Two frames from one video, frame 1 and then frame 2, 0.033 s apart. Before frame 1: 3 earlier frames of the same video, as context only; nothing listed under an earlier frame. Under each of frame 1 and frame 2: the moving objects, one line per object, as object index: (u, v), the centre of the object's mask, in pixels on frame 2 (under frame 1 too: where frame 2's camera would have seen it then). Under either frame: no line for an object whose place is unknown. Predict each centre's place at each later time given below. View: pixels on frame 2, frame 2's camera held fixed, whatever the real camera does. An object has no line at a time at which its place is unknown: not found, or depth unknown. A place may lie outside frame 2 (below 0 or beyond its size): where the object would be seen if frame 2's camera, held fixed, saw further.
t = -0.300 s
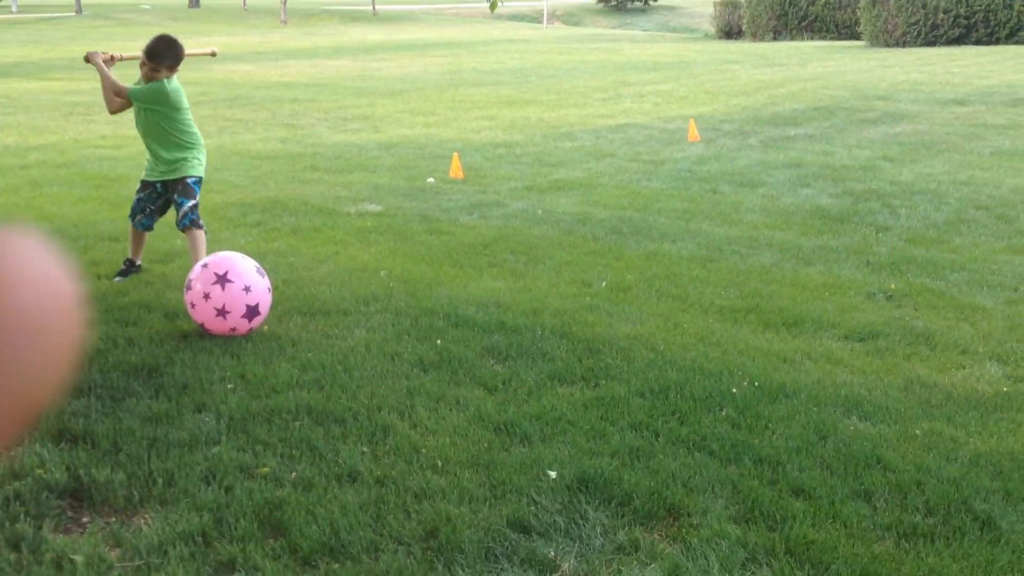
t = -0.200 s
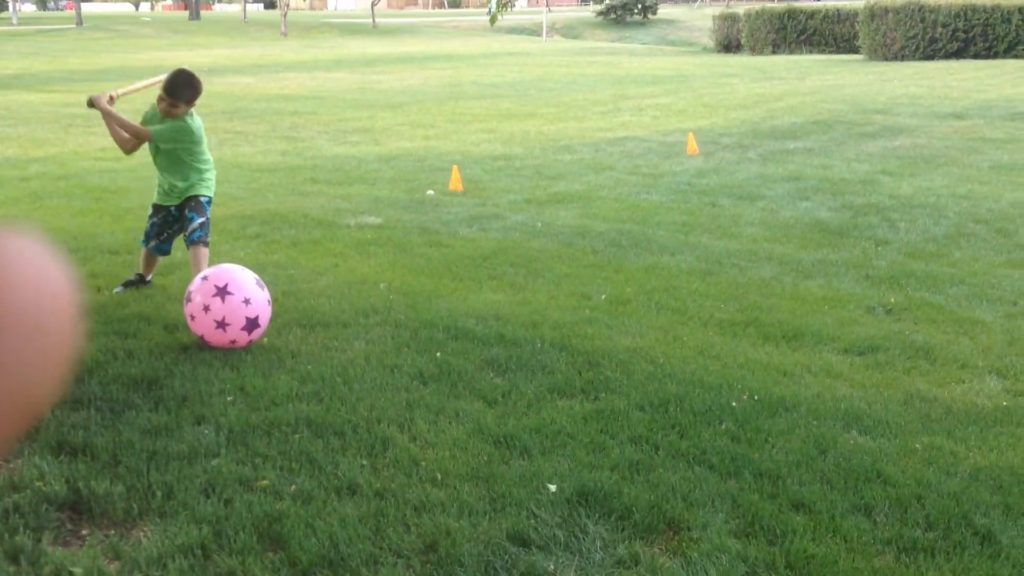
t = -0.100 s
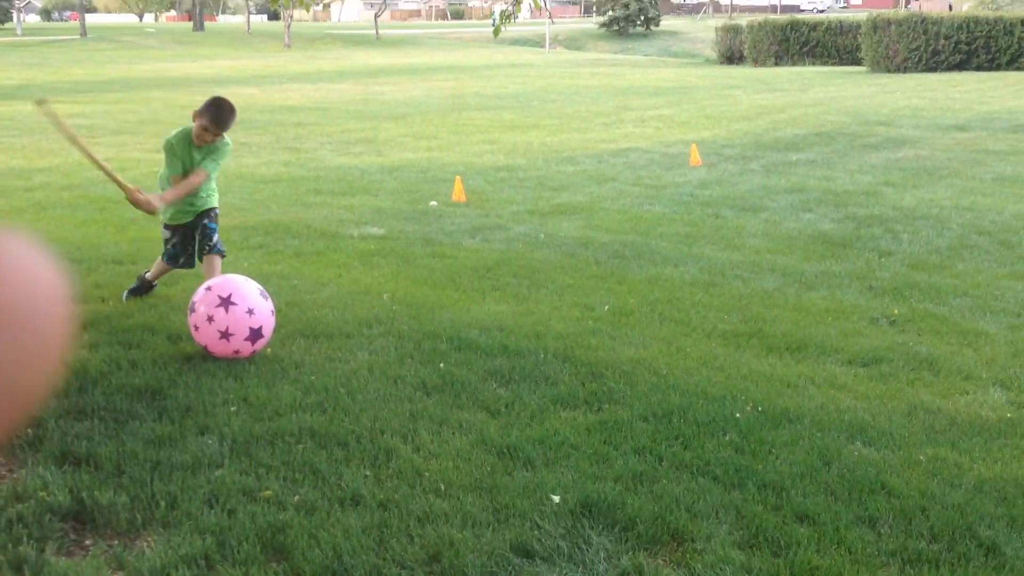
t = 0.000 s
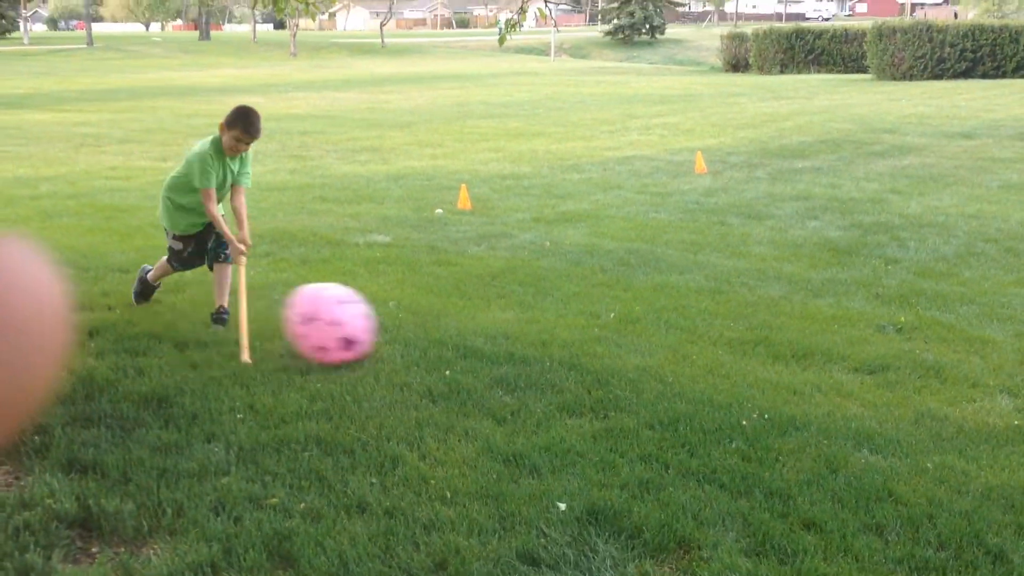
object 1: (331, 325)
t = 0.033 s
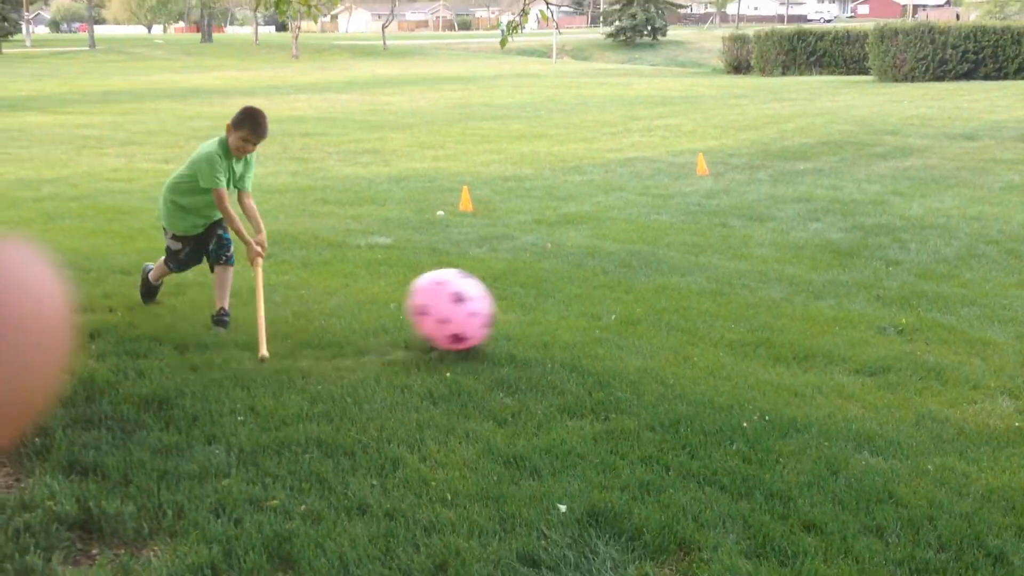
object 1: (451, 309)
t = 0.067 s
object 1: (557, 289)
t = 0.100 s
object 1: (658, 269)
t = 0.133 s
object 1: (754, 251)
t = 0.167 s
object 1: (849, 234)
